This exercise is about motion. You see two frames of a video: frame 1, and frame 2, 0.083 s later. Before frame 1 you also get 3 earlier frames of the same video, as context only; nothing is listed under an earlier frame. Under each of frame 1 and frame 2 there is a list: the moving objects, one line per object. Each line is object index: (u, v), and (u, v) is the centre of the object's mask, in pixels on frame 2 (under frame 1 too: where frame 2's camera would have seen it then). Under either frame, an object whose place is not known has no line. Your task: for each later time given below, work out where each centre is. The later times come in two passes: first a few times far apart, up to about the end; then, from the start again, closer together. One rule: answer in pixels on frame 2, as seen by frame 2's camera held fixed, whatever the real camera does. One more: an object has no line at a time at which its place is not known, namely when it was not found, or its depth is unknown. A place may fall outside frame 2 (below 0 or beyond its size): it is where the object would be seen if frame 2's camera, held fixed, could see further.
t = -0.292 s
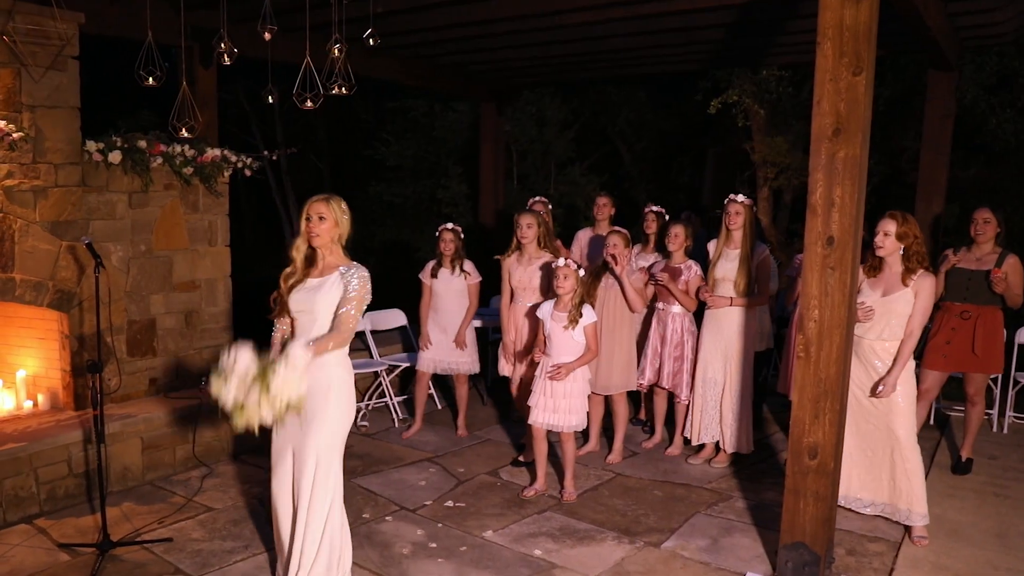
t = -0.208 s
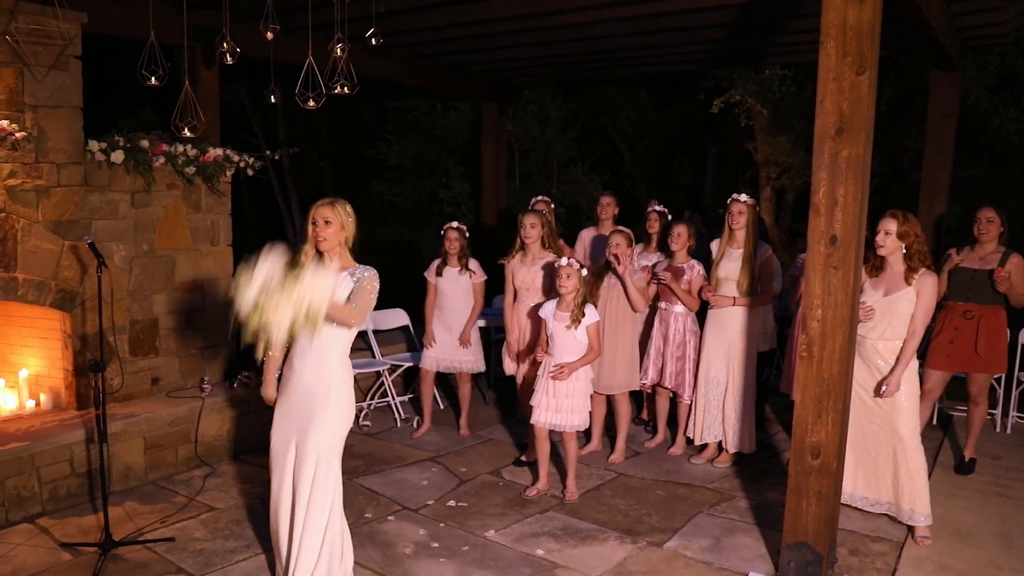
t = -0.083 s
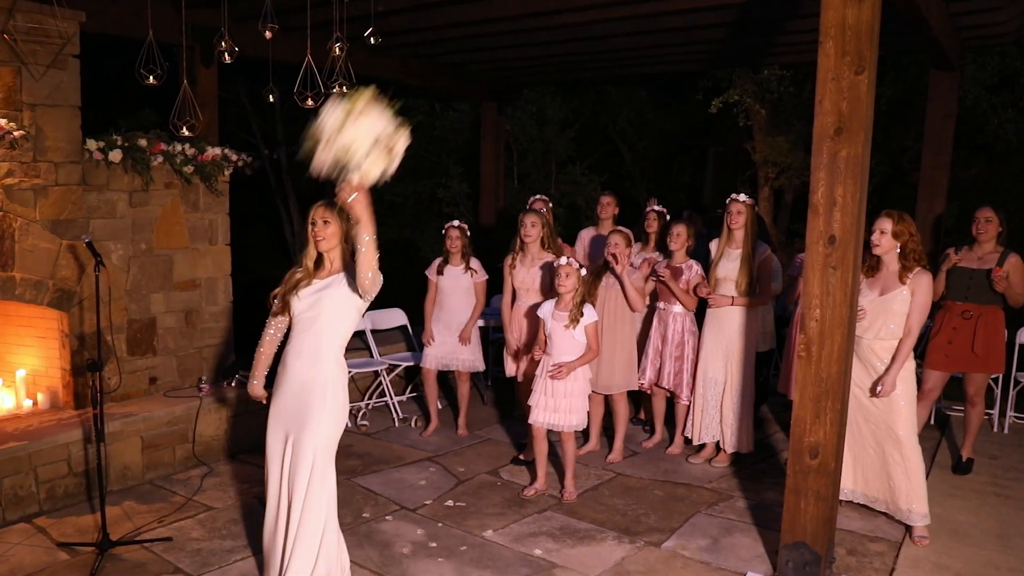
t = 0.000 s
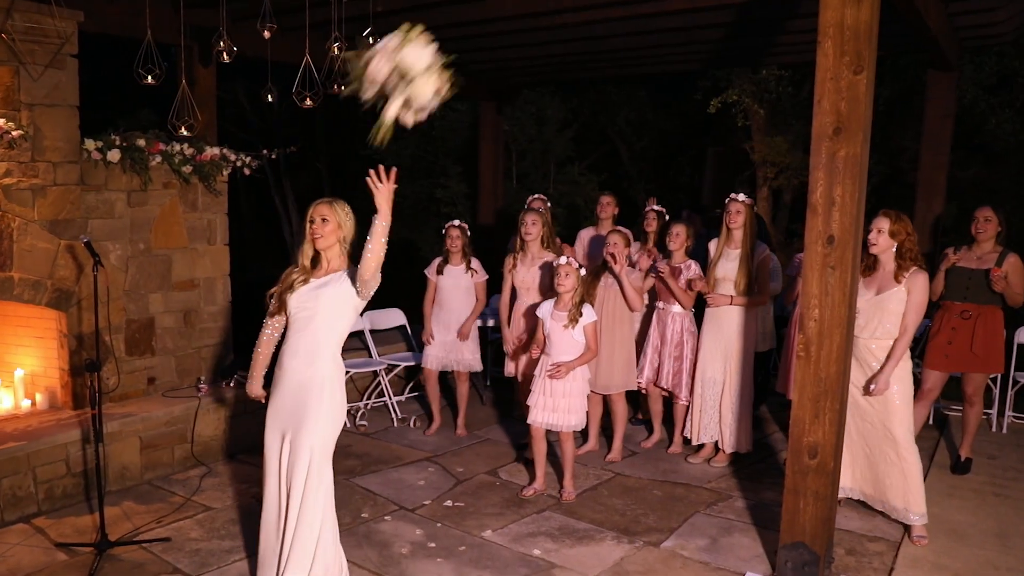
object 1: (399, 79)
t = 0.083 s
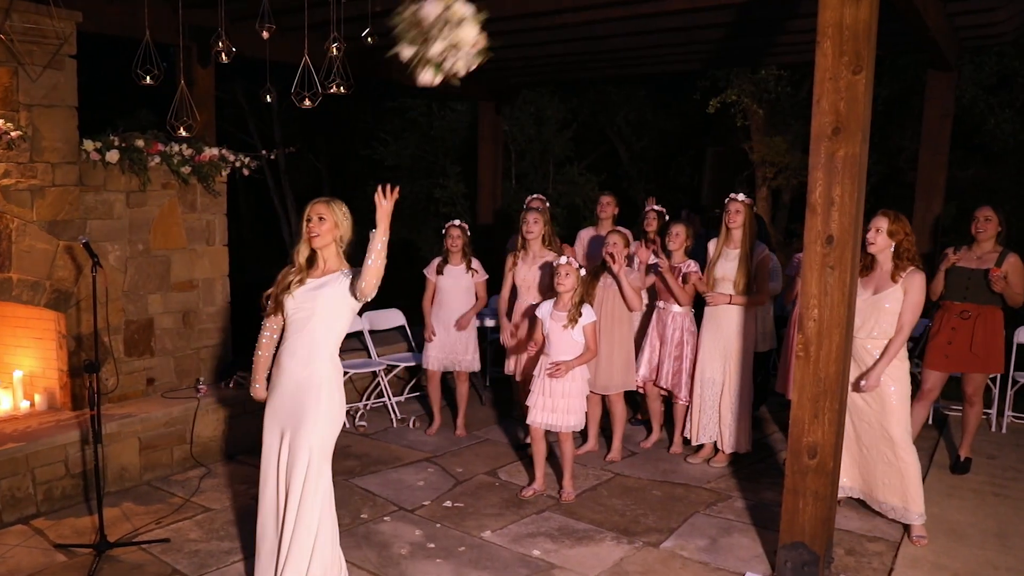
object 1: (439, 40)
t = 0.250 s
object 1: (506, 18)
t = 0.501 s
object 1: (576, 25)
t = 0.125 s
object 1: (459, 32)
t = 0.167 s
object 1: (477, 26)
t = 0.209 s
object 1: (493, 21)
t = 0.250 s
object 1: (506, 18)
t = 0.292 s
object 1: (519, 17)
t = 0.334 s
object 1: (531, 18)
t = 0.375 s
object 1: (544, 17)
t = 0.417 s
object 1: (553, 18)
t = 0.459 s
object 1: (565, 21)
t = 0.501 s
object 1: (576, 25)
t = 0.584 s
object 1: (597, 34)
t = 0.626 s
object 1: (604, 41)
